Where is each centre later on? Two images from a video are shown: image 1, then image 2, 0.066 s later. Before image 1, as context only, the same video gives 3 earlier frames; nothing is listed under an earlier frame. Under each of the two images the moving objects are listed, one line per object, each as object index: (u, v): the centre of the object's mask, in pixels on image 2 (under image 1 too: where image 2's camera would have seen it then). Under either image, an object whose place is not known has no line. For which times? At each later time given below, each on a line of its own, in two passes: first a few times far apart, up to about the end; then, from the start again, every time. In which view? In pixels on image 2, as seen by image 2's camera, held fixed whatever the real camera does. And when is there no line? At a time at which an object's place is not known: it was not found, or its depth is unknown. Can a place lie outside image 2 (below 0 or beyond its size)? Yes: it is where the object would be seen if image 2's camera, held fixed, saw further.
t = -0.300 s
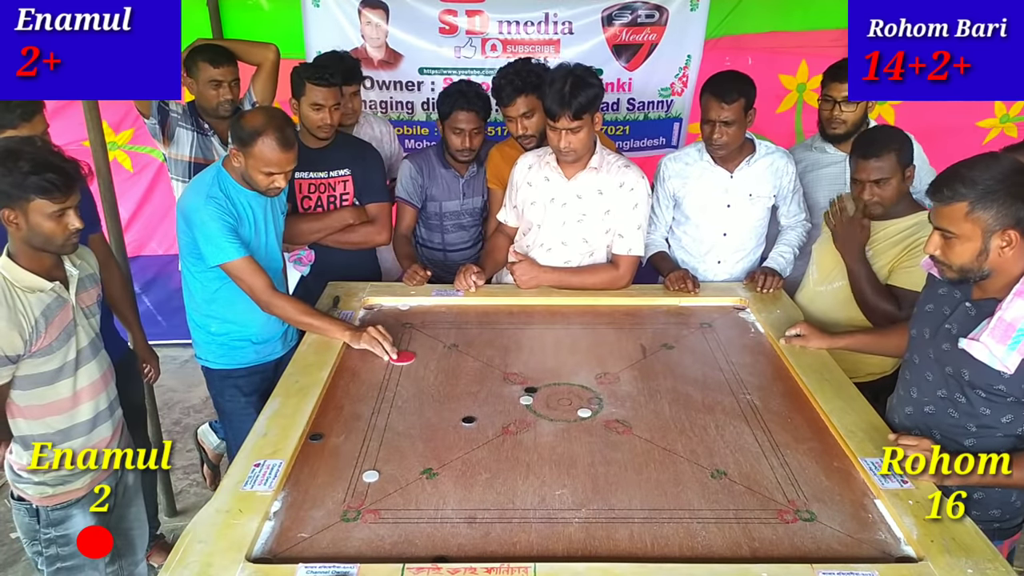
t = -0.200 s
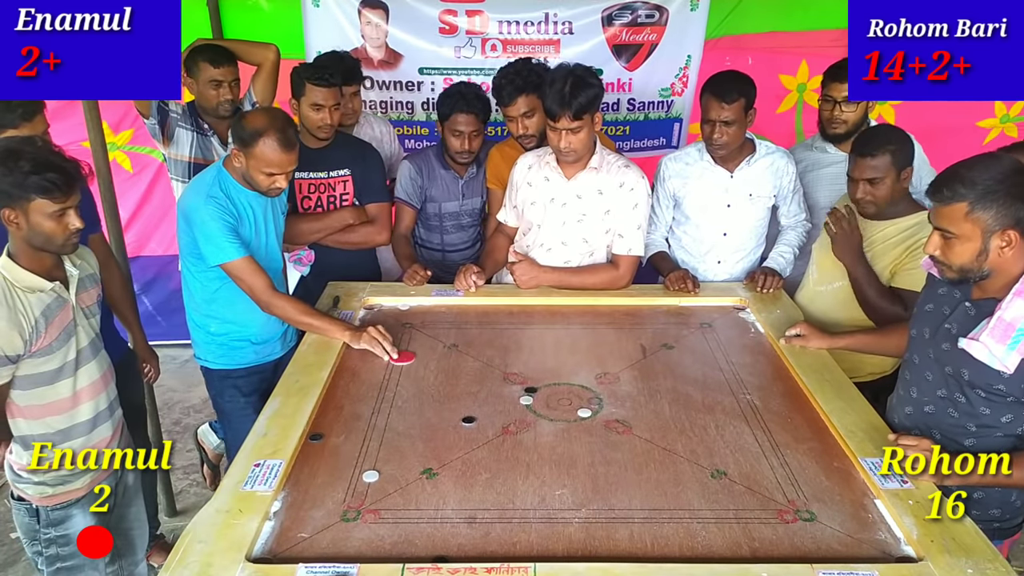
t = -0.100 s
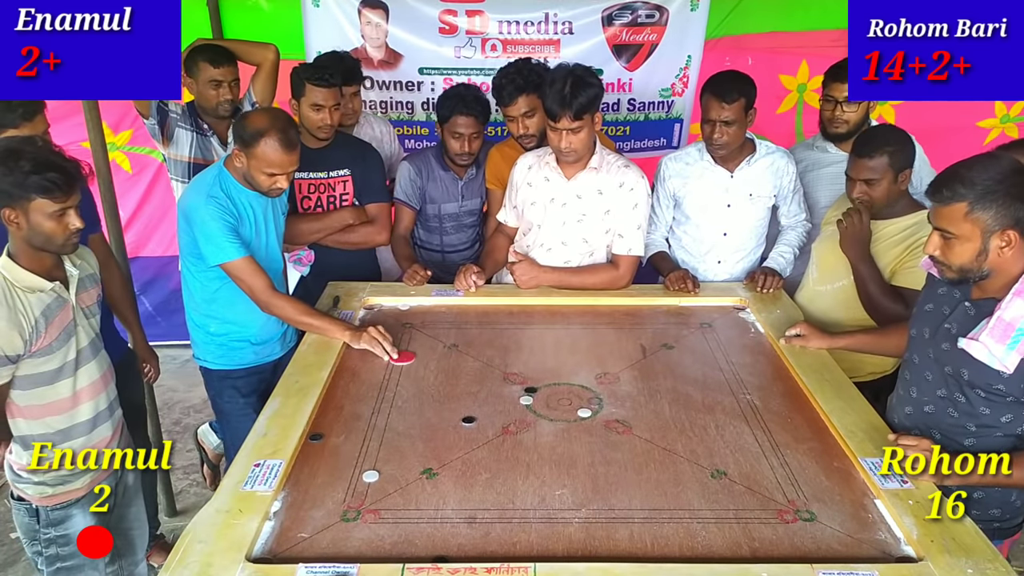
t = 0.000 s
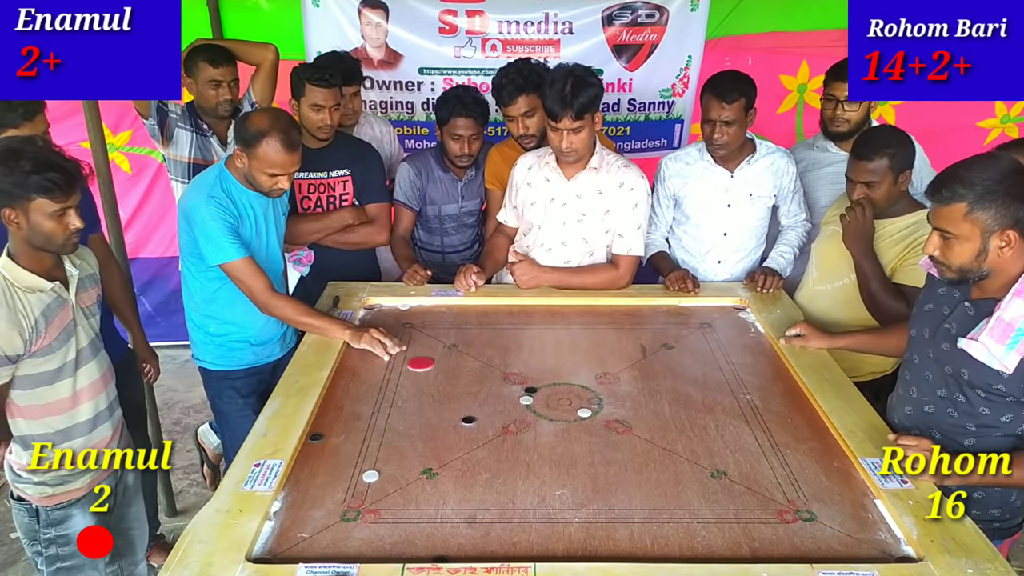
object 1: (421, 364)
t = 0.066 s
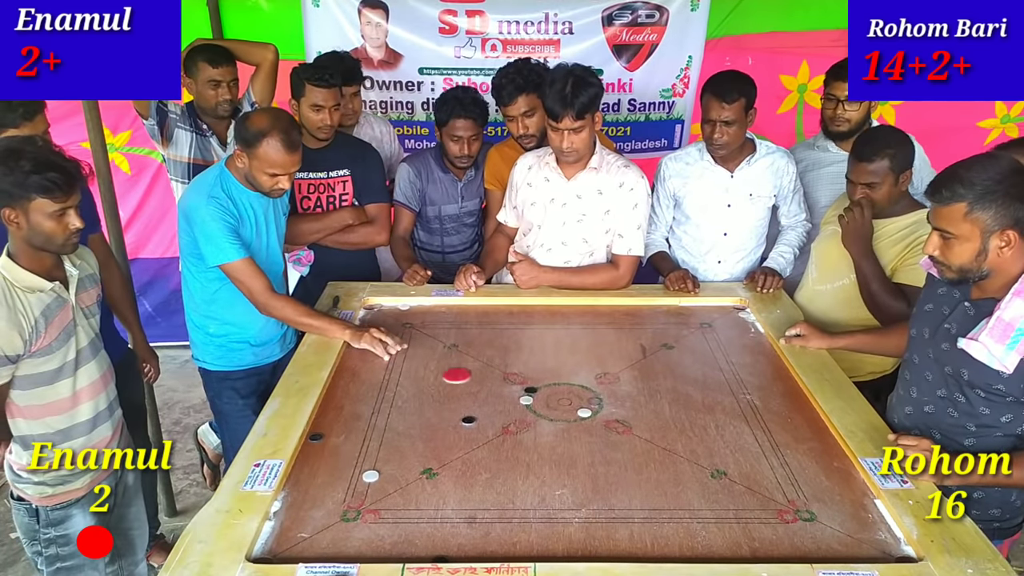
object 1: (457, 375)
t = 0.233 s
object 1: (533, 402)
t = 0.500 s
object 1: (599, 431)
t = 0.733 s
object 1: (630, 445)
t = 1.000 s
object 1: (636, 448)
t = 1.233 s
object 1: (636, 448)
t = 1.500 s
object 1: (636, 448)
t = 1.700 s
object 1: (636, 448)
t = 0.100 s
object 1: (475, 382)
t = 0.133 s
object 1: (494, 388)
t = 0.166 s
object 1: (511, 394)
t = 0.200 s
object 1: (522, 398)
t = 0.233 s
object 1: (533, 402)
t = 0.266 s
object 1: (543, 407)
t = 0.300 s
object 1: (553, 410)
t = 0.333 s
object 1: (563, 414)
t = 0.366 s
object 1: (571, 418)
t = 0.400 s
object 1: (578, 422)
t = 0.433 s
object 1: (585, 425)
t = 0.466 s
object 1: (592, 429)
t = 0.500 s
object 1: (599, 431)
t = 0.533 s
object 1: (605, 434)
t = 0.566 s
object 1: (610, 436)
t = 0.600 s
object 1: (616, 438)
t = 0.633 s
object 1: (620, 440)
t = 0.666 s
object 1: (623, 442)
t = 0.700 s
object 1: (627, 443)
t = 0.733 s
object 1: (630, 445)
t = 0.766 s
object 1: (632, 446)
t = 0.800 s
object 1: (634, 447)
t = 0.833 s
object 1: (635, 447)
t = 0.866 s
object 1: (636, 448)
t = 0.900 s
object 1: (636, 448)
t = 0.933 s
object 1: (636, 448)
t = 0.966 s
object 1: (636, 448)
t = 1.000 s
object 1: (636, 448)
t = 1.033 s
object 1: (636, 448)
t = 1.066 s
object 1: (636, 448)
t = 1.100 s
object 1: (636, 448)
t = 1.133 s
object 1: (636, 448)
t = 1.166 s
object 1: (636, 448)
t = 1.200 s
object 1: (636, 448)
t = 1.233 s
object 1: (636, 448)
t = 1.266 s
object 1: (636, 448)
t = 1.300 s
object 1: (636, 448)
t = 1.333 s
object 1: (636, 448)
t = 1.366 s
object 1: (636, 448)
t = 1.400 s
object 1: (636, 448)
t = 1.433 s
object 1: (636, 448)
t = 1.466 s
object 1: (636, 448)
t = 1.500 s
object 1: (636, 448)
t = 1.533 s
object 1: (636, 448)
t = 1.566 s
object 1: (636, 448)
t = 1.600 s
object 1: (636, 448)
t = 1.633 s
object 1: (636, 448)
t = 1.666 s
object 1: (636, 448)
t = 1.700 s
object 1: (636, 448)
